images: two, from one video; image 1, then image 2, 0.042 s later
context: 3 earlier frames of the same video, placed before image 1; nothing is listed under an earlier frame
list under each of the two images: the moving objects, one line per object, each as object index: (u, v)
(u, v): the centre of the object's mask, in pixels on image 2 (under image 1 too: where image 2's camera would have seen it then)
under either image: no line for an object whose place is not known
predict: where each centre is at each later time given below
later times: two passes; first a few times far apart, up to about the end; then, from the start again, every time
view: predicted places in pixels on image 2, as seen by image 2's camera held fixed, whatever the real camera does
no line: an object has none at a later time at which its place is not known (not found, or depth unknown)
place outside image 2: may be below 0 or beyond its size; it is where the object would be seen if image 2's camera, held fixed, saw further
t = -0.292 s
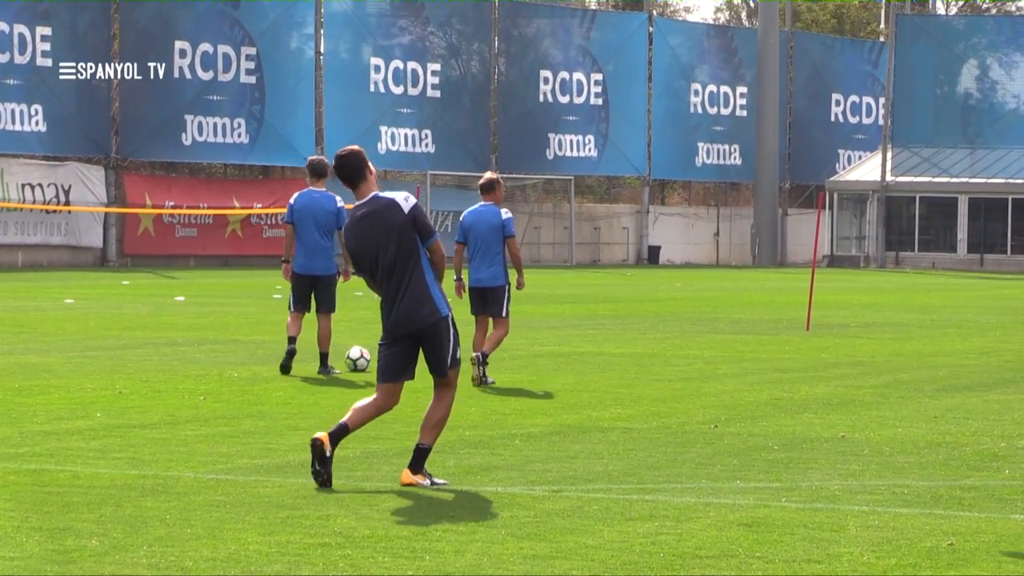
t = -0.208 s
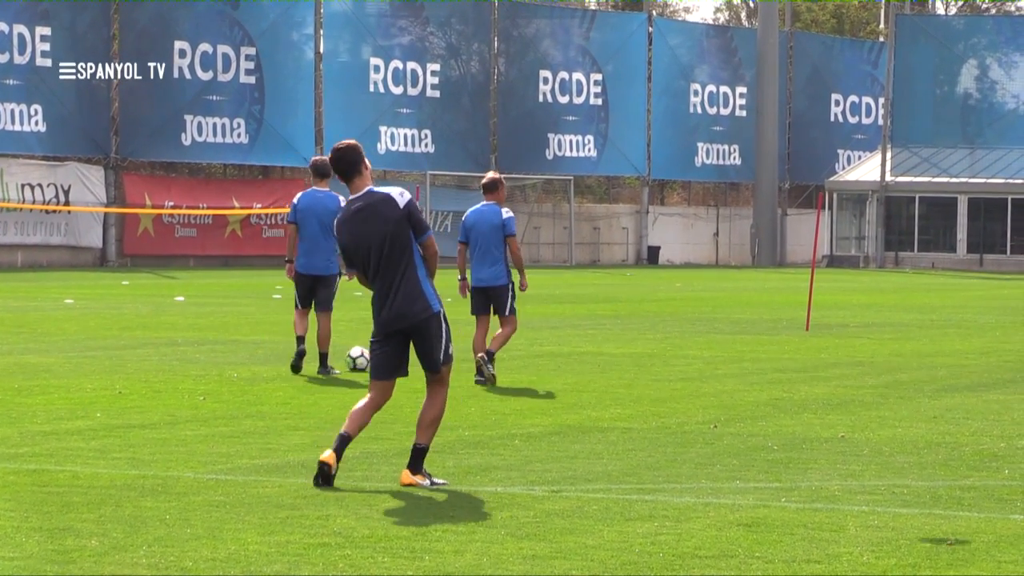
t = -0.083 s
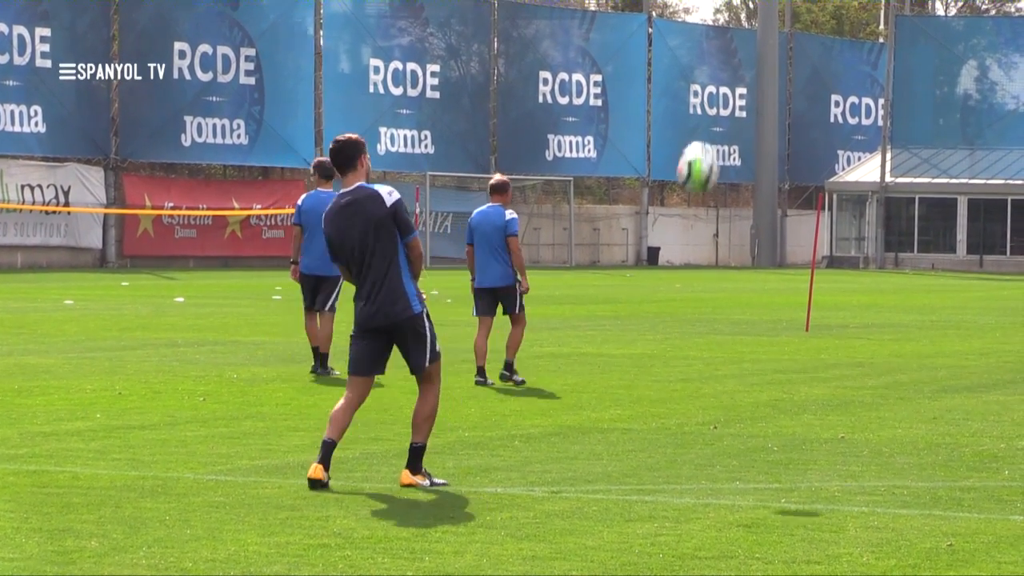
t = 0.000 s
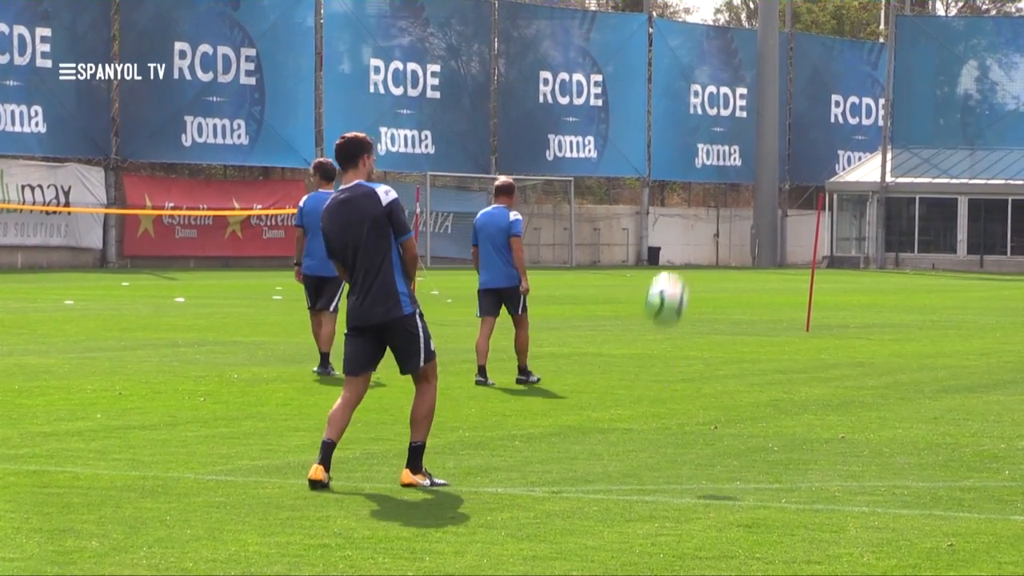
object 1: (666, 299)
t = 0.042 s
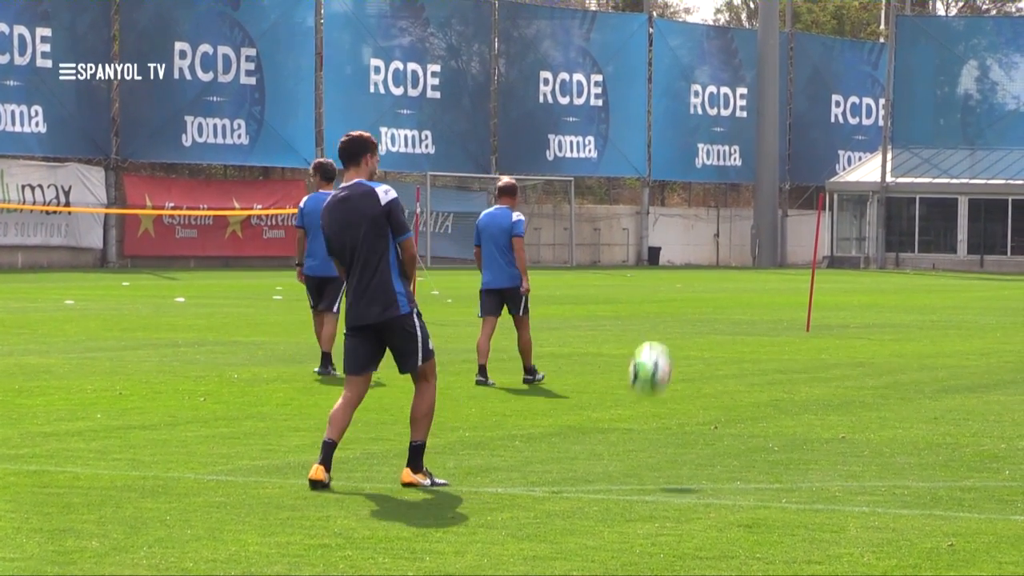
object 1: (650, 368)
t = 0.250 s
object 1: (631, 318)
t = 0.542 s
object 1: (632, 129)
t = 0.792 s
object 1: (628, 100)
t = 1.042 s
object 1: (617, 194)
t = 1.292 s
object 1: (601, 399)
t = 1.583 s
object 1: (588, 349)
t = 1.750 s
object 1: (581, 327)
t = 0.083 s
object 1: (633, 441)
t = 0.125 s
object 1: (628, 438)
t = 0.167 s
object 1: (629, 395)
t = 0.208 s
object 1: (630, 355)
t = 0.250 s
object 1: (631, 318)
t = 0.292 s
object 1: (631, 283)
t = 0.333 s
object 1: (632, 250)
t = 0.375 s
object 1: (632, 222)
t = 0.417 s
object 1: (632, 184)
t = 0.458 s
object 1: (632, 162)
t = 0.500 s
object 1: (632, 144)
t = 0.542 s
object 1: (632, 129)
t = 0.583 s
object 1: (632, 116)
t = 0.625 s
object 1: (631, 107)
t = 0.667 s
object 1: (630, 101)
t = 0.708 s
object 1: (629, 97)
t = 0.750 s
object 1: (629, 97)
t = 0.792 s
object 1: (628, 100)
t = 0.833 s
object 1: (627, 106)
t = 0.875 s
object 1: (625, 114)
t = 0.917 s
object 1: (623, 134)
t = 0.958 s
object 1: (621, 151)
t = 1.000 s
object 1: (619, 171)
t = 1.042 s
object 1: (617, 194)
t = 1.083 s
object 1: (614, 220)
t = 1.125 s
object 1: (612, 250)
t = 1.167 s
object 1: (610, 282)
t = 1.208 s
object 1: (608, 318)
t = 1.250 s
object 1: (605, 357)
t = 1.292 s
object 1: (601, 399)
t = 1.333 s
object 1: (598, 445)
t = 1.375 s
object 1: (596, 458)
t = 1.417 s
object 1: (595, 419)
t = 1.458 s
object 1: (593, 398)
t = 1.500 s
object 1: (592, 378)
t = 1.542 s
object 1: (590, 362)
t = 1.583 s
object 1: (588, 349)
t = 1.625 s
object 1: (586, 339)
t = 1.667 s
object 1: (584, 332)
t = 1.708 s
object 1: (582, 328)
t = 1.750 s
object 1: (581, 327)
